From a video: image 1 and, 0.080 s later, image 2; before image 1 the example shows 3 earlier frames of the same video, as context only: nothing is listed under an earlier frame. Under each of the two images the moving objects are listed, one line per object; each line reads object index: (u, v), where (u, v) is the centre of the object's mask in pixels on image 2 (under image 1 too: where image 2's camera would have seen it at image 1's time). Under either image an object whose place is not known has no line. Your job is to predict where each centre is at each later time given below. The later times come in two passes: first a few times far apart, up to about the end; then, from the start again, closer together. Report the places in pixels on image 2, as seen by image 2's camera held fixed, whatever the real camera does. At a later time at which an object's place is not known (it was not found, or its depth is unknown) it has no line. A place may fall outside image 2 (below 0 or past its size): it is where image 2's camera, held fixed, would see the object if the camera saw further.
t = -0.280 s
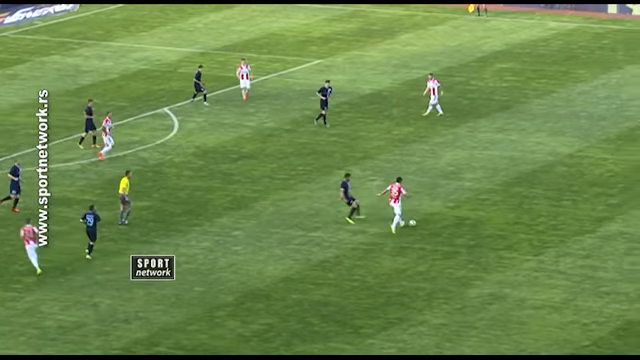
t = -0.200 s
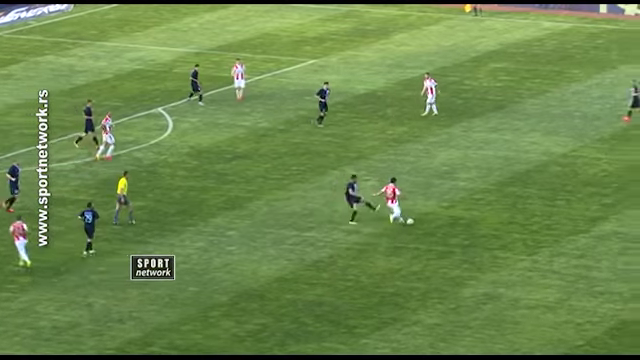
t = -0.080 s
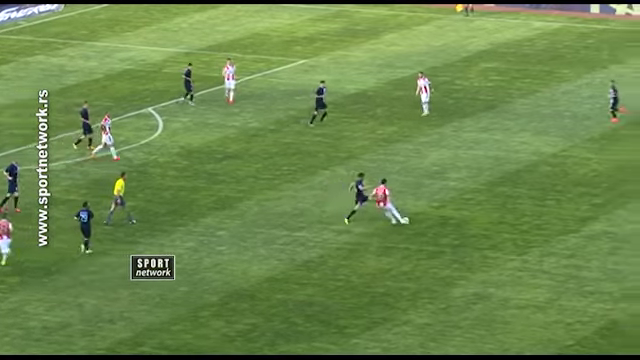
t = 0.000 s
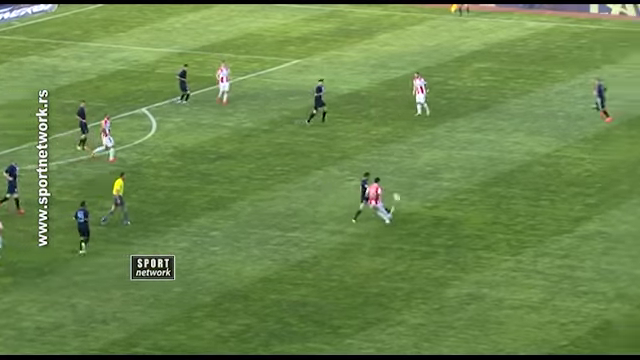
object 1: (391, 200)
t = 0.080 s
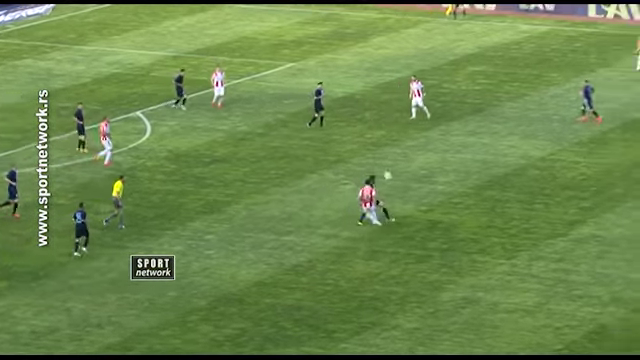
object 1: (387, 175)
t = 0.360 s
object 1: (376, 100)
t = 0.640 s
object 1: (364, 42)
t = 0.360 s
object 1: (376, 100)
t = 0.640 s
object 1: (364, 42)
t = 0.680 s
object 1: (363, 36)
